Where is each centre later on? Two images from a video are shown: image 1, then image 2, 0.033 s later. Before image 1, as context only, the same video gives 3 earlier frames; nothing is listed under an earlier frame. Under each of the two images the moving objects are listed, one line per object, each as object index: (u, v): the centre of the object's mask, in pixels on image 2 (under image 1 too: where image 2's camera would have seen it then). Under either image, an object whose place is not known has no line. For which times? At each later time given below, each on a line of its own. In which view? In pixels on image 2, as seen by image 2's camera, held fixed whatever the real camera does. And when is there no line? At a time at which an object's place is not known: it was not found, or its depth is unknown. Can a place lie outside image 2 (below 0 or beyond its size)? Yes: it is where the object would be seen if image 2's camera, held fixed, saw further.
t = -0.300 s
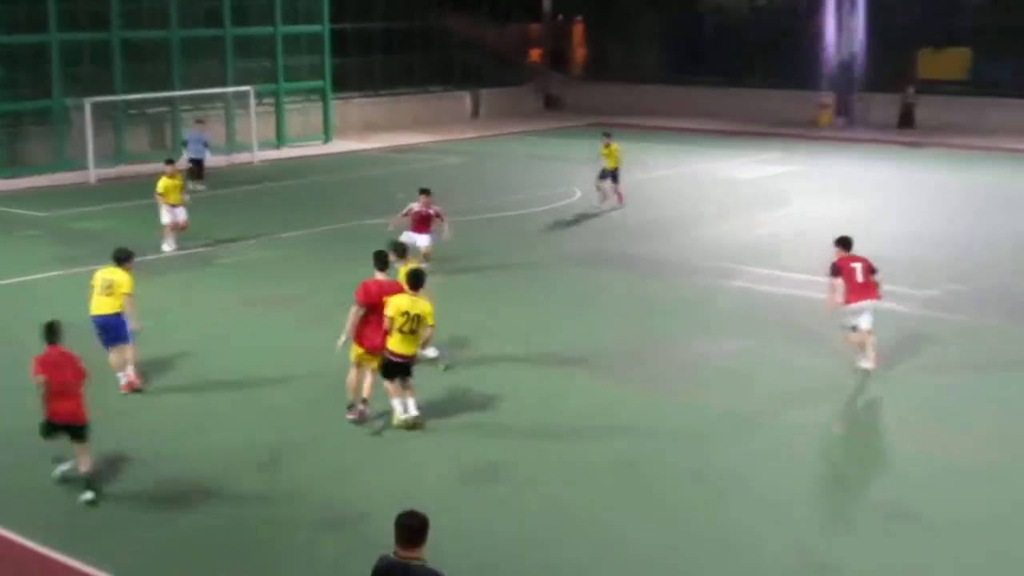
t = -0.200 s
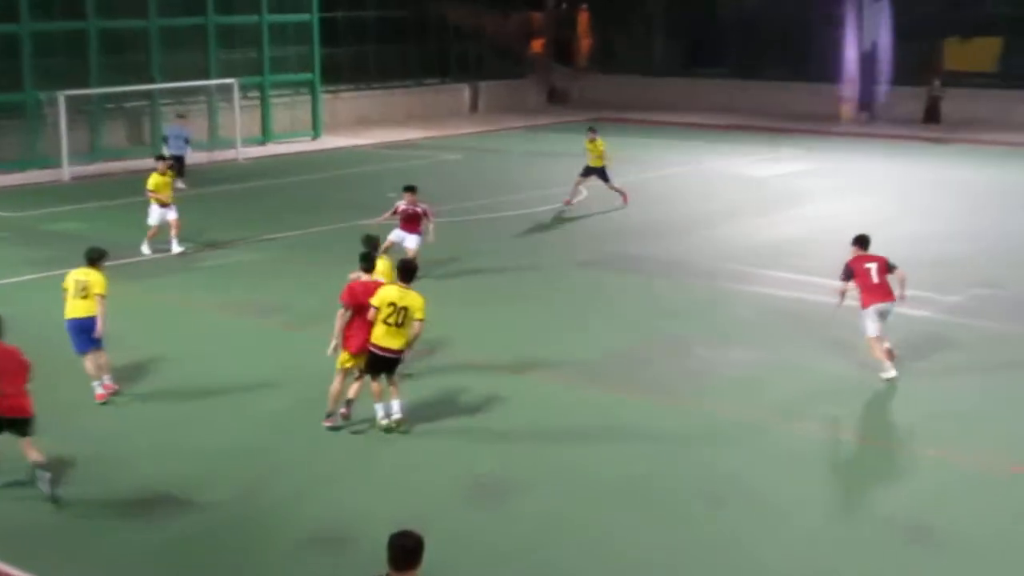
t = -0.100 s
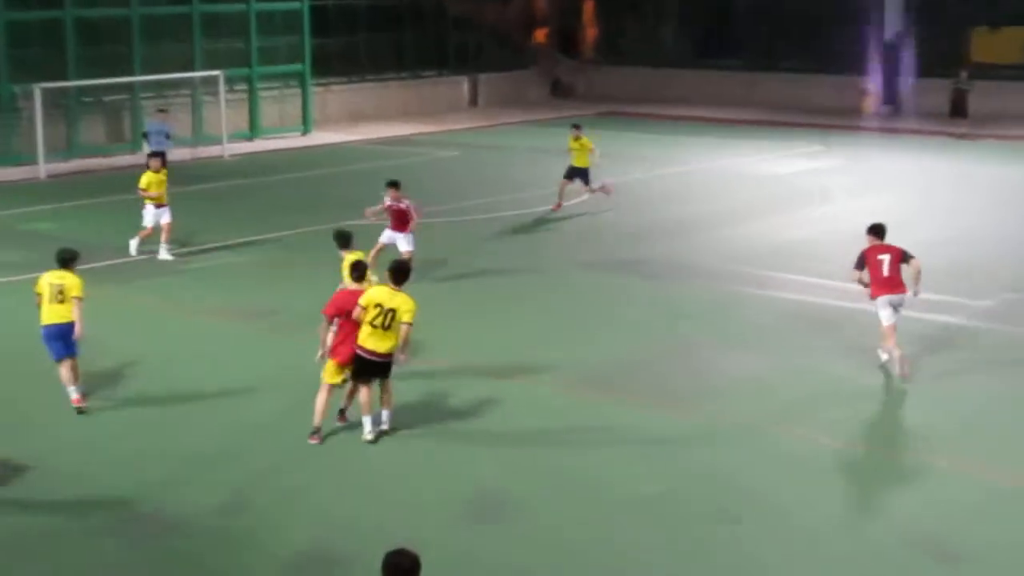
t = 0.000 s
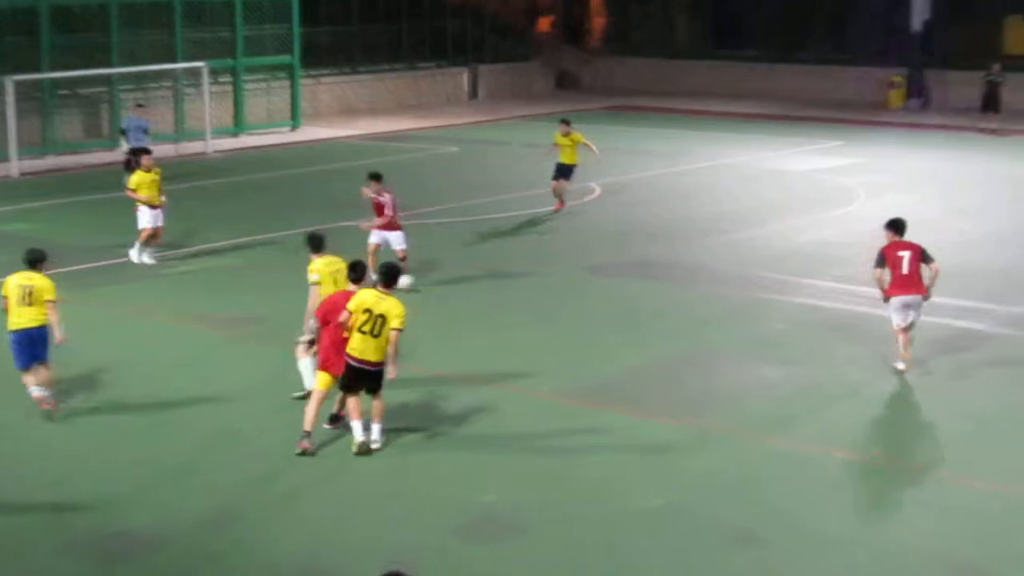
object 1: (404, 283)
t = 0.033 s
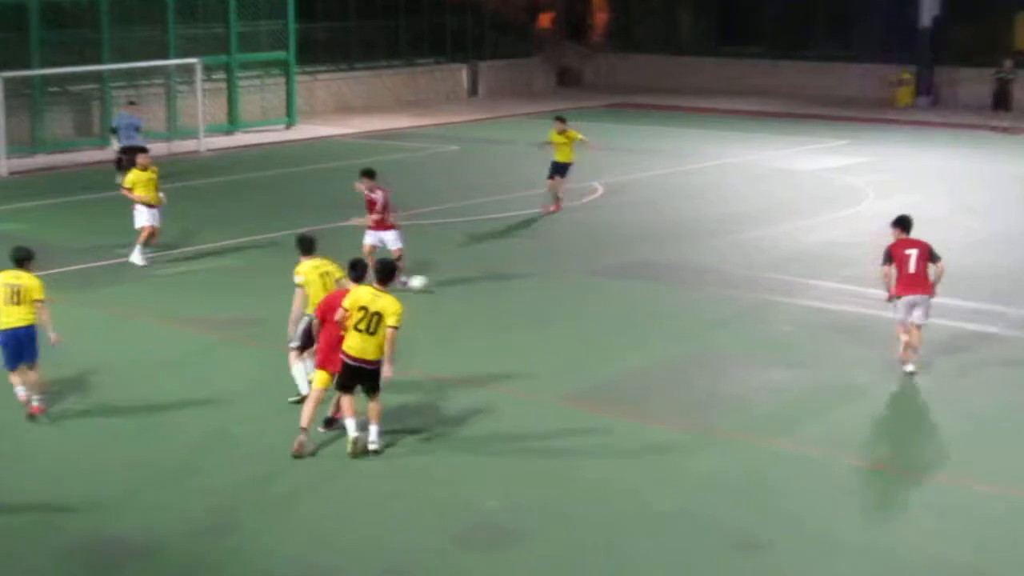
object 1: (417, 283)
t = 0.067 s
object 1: (432, 283)
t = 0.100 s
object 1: (447, 285)
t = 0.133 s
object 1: (460, 283)
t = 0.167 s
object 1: (472, 283)
